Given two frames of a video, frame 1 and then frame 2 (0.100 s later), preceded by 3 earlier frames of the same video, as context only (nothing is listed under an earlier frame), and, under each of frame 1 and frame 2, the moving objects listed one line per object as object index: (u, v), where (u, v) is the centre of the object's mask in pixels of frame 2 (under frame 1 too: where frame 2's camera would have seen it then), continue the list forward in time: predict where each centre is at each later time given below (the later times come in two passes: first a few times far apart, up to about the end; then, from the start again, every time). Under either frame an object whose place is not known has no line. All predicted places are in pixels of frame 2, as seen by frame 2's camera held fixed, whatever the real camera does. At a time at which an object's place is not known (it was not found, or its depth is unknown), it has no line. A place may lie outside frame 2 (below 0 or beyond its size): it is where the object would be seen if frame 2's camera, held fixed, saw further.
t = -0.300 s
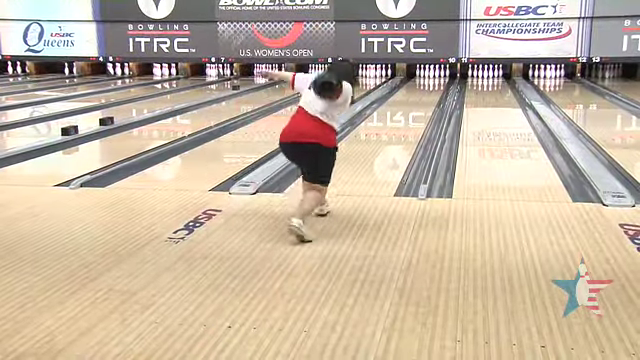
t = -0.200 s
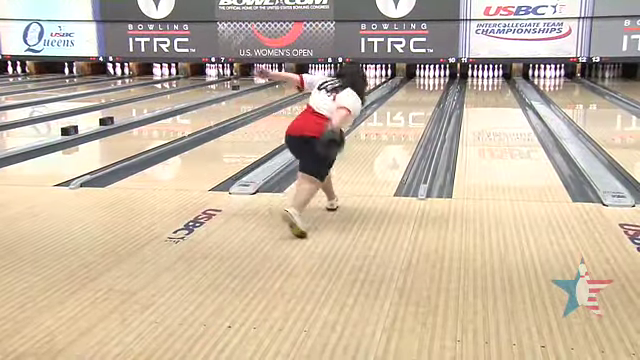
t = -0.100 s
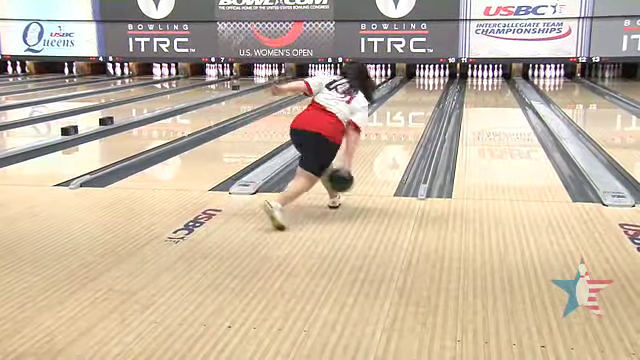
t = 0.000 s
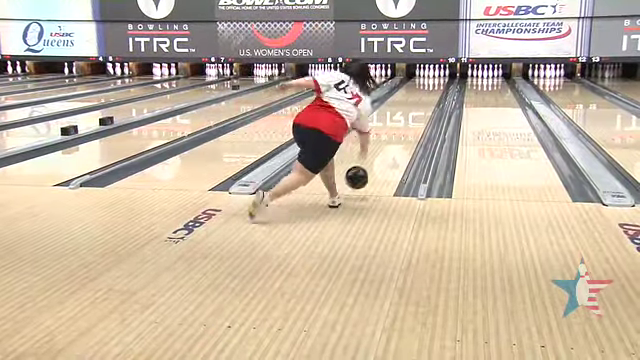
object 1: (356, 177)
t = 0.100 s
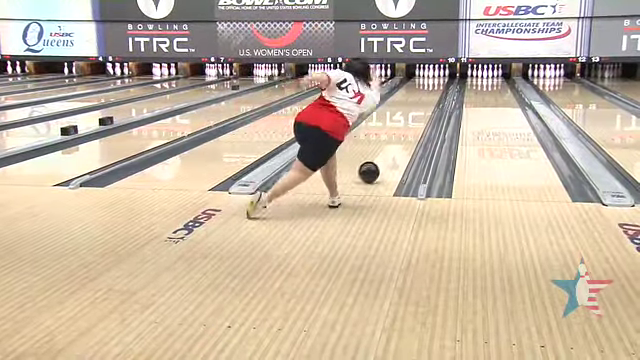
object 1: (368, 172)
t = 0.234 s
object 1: (382, 157)
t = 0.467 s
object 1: (399, 136)
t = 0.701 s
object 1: (411, 121)
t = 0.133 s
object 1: (372, 168)
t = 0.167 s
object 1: (375, 163)
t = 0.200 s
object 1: (379, 160)
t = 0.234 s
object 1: (382, 157)
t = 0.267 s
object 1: (385, 153)
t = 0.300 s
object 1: (388, 150)
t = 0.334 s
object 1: (390, 147)
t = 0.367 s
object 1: (393, 144)
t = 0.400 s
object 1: (395, 141)
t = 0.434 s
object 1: (397, 138)
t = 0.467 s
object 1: (399, 136)
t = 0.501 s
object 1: (401, 134)
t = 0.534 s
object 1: (403, 131)
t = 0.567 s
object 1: (405, 129)
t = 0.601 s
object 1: (407, 127)
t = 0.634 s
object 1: (408, 125)
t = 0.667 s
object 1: (410, 123)
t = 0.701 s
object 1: (411, 121)
